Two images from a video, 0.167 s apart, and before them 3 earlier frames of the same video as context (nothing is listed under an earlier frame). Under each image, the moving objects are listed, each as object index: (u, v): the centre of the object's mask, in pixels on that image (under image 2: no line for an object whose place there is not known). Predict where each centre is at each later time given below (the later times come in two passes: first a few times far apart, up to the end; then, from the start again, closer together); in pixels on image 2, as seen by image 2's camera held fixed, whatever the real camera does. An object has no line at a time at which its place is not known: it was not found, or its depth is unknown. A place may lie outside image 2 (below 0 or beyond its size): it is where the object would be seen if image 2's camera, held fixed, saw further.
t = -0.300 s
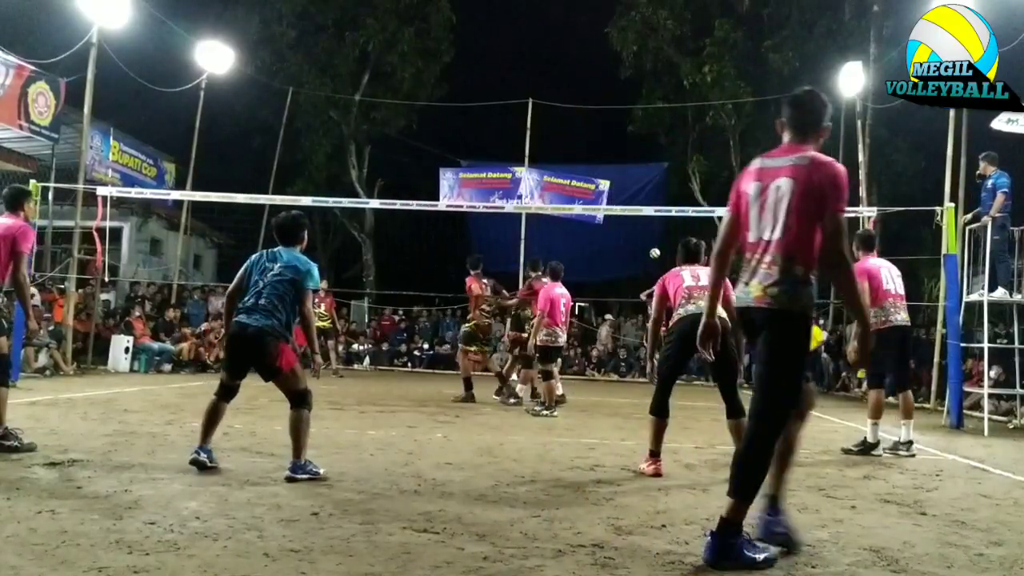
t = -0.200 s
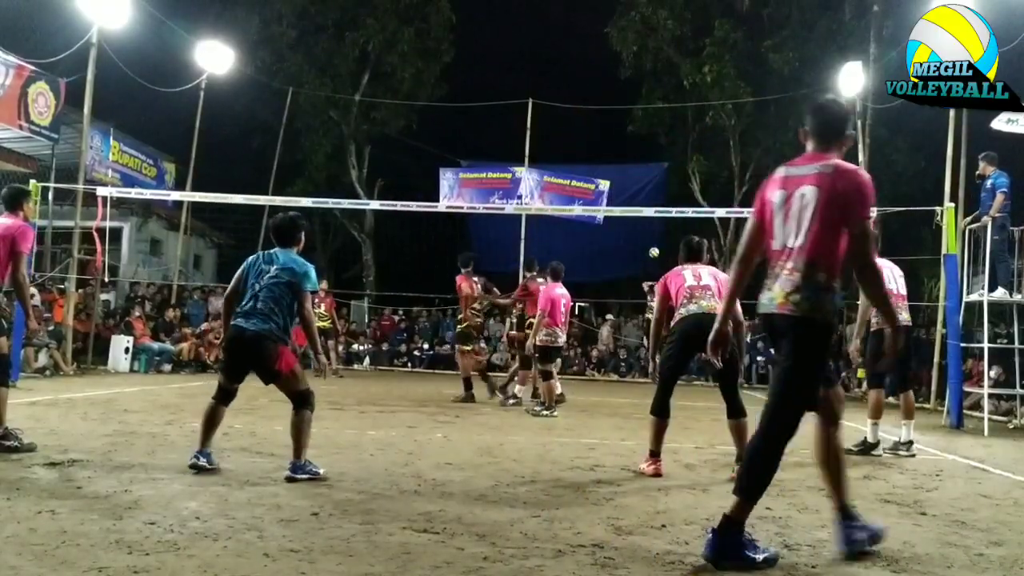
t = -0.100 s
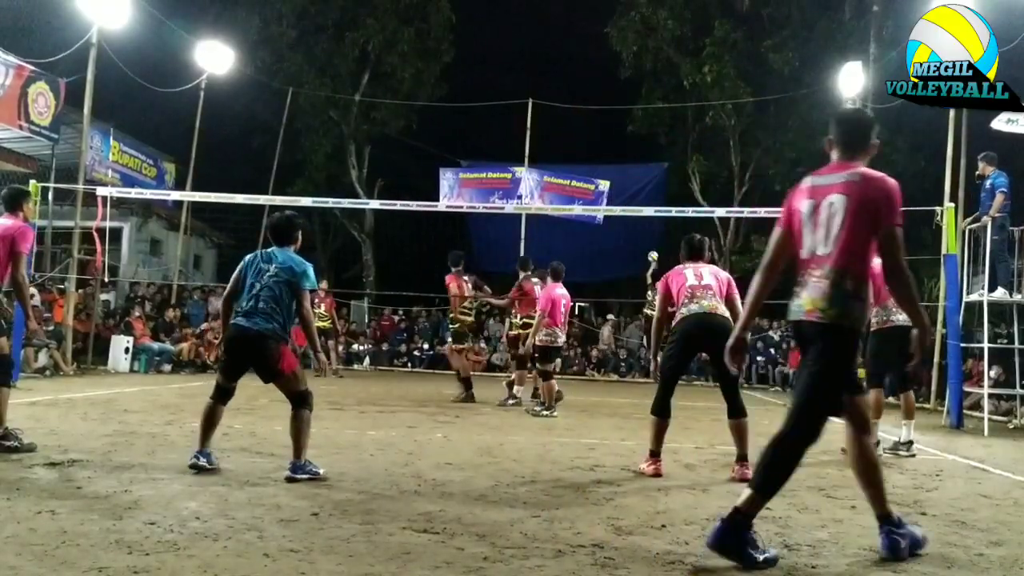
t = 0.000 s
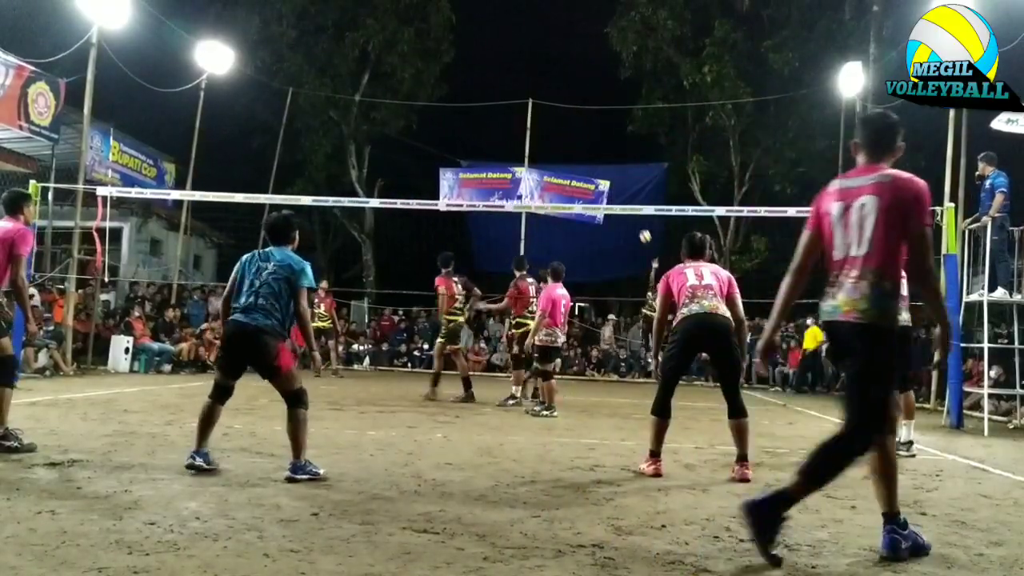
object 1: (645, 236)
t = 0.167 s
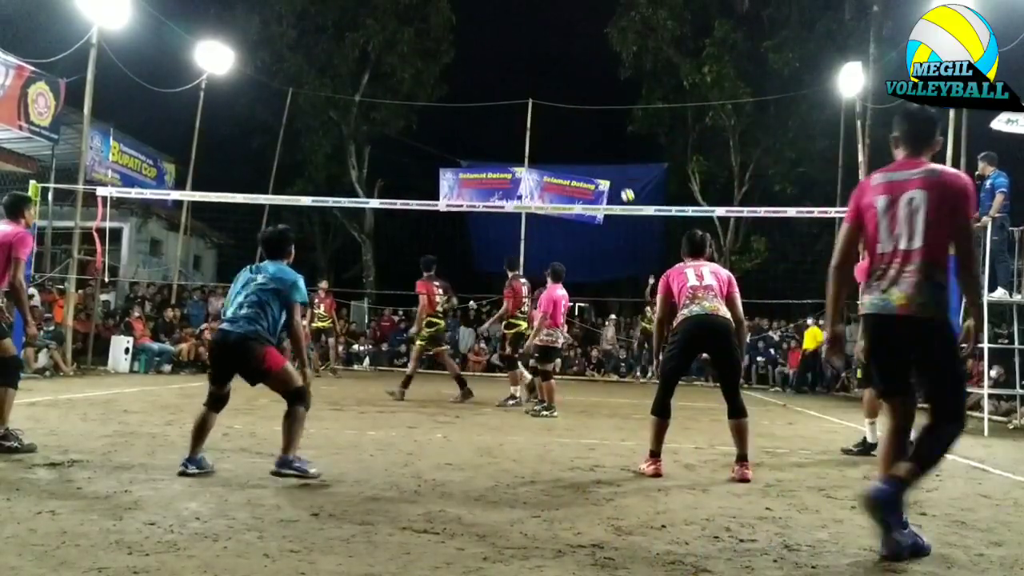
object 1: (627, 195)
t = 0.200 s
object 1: (623, 187)
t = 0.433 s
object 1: (593, 148)
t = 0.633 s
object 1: (558, 140)
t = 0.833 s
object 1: (501, 170)
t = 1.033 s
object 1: (404, 270)
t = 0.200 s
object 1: (623, 187)
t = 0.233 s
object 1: (619, 180)
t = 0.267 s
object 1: (615, 174)
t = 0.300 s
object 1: (611, 167)
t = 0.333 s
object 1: (607, 161)
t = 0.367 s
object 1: (602, 156)
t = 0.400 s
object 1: (598, 152)
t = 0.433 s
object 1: (593, 148)
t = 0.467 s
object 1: (588, 144)
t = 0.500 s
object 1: (583, 141)
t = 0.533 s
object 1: (578, 140)
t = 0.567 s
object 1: (572, 139)
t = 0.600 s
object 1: (565, 139)
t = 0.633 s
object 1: (558, 140)
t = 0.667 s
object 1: (550, 142)
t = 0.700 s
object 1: (542, 145)
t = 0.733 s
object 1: (533, 150)
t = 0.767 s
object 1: (523, 155)
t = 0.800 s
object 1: (512, 161)
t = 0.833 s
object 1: (501, 170)
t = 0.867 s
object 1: (489, 181)
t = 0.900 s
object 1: (475, 193)
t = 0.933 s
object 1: (457, 212)
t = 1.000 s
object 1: (424, 247)
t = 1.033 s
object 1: (404, 270)
